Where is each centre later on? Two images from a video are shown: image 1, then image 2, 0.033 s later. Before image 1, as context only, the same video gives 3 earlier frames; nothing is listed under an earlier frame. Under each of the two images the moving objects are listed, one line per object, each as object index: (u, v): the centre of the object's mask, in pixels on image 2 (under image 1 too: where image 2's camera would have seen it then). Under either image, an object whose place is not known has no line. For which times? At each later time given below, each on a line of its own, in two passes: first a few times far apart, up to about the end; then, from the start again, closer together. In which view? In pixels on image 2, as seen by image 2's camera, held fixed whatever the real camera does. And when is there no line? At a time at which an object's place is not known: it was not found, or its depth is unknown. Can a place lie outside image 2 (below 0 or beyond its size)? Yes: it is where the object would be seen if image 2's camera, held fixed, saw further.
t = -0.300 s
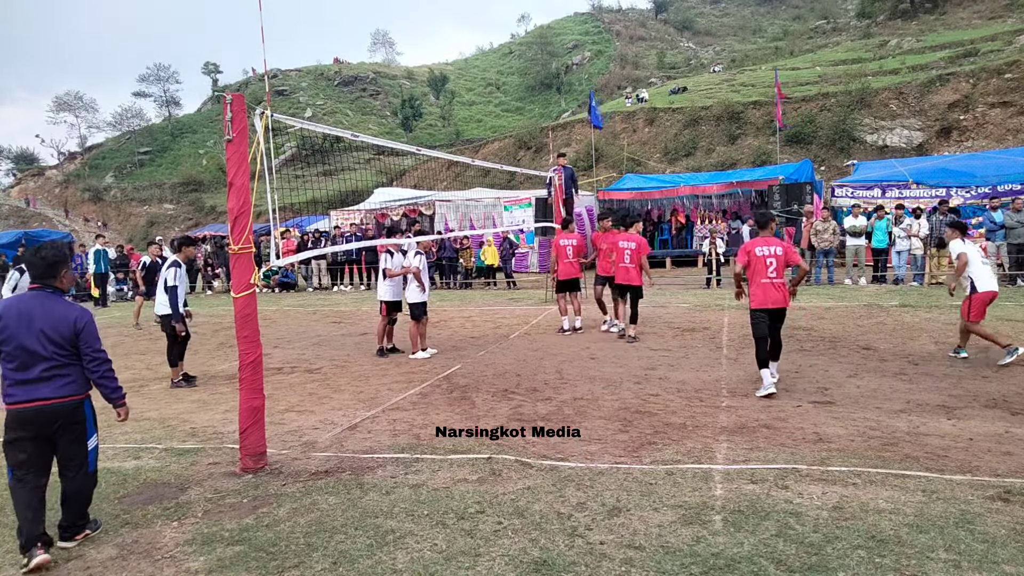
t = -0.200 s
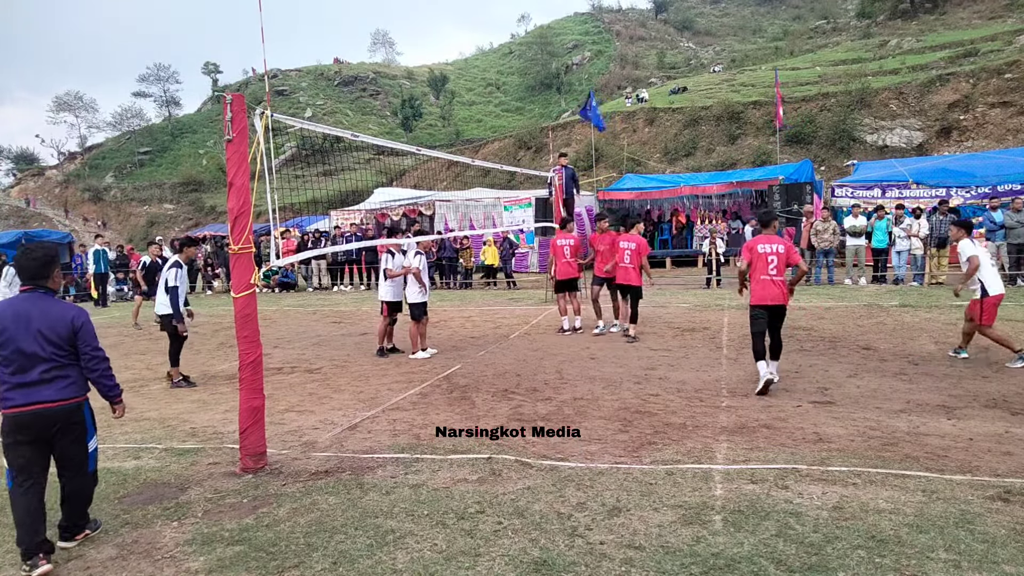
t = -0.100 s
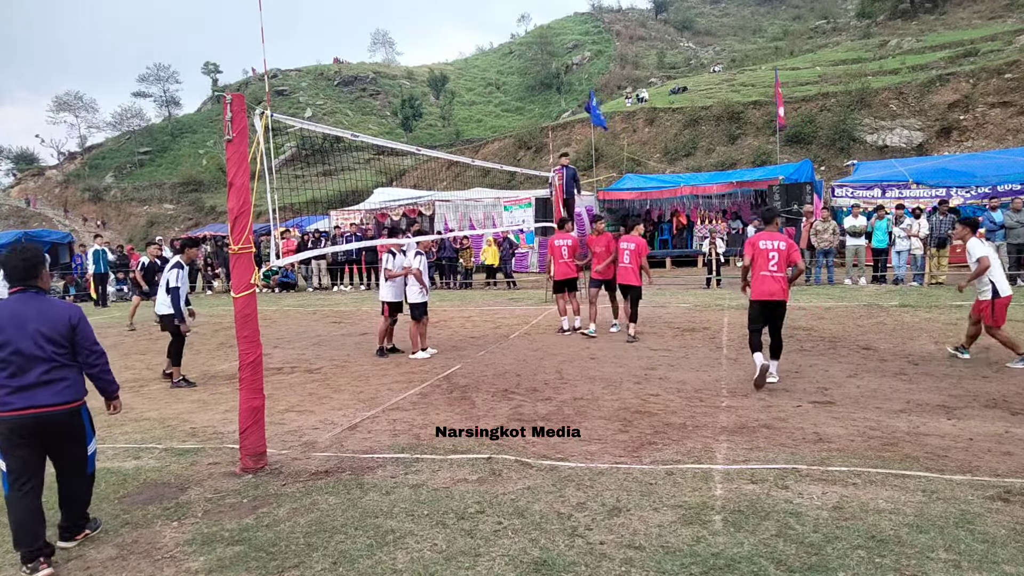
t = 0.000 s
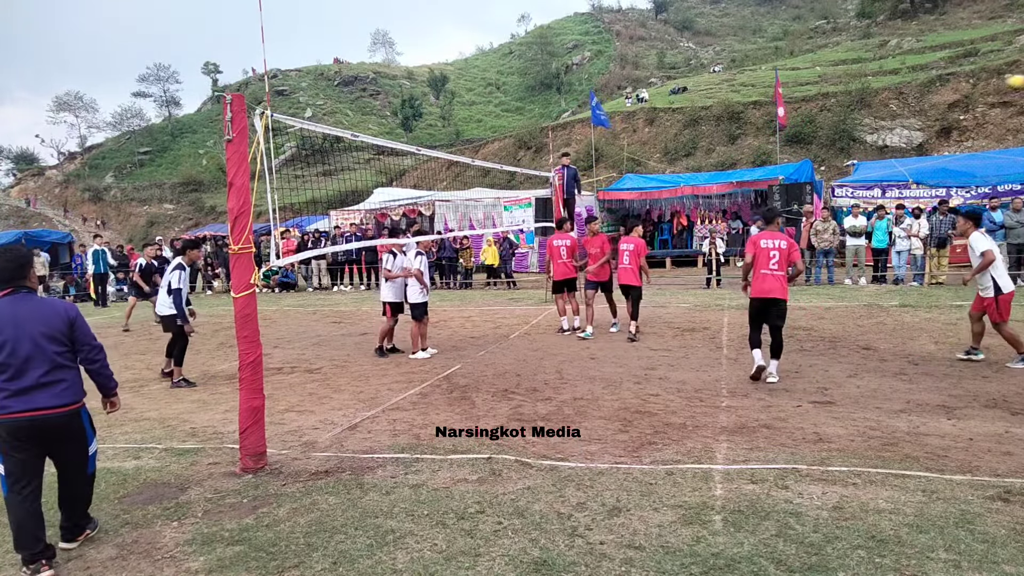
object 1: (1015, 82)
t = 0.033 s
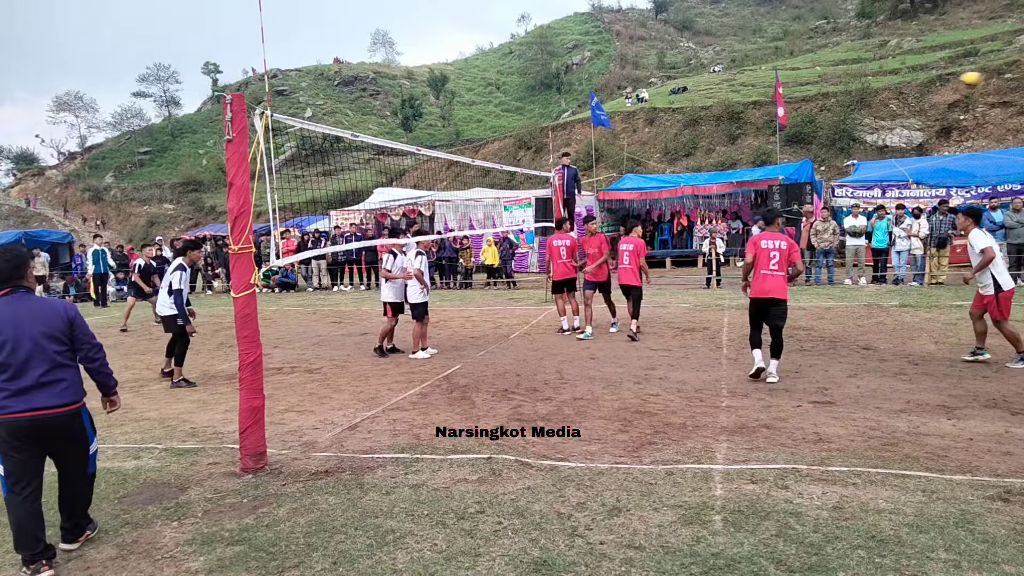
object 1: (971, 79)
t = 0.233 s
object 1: (726, 78)
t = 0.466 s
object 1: (487, 110)
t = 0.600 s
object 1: (366, 145)
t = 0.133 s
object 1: (844, 75)
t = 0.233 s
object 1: (726, 78)
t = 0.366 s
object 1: (586, 92)
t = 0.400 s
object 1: (552, 97)
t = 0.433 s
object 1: (519, 104)
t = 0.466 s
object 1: (487, 110)
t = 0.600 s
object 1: (366, 145)
